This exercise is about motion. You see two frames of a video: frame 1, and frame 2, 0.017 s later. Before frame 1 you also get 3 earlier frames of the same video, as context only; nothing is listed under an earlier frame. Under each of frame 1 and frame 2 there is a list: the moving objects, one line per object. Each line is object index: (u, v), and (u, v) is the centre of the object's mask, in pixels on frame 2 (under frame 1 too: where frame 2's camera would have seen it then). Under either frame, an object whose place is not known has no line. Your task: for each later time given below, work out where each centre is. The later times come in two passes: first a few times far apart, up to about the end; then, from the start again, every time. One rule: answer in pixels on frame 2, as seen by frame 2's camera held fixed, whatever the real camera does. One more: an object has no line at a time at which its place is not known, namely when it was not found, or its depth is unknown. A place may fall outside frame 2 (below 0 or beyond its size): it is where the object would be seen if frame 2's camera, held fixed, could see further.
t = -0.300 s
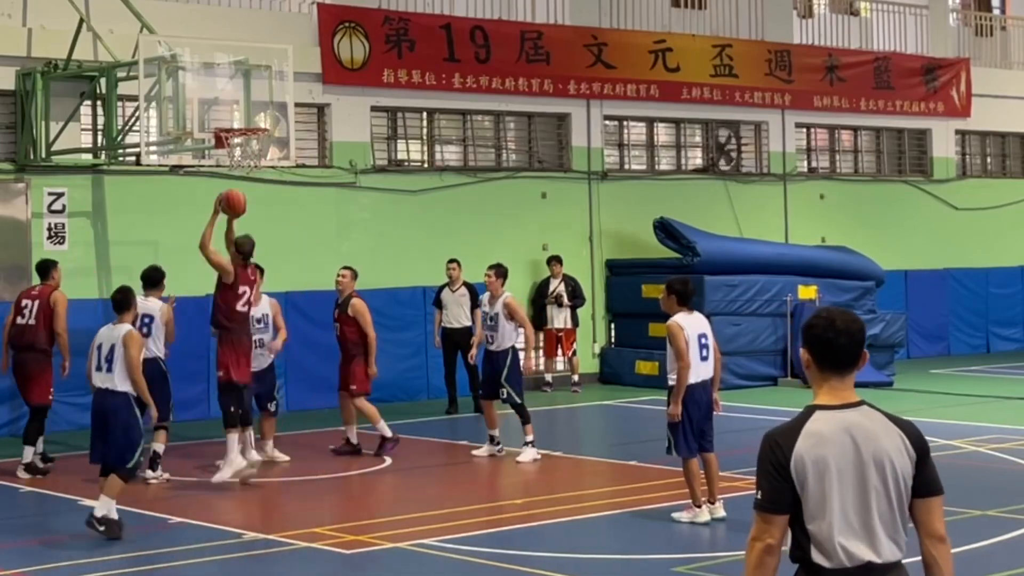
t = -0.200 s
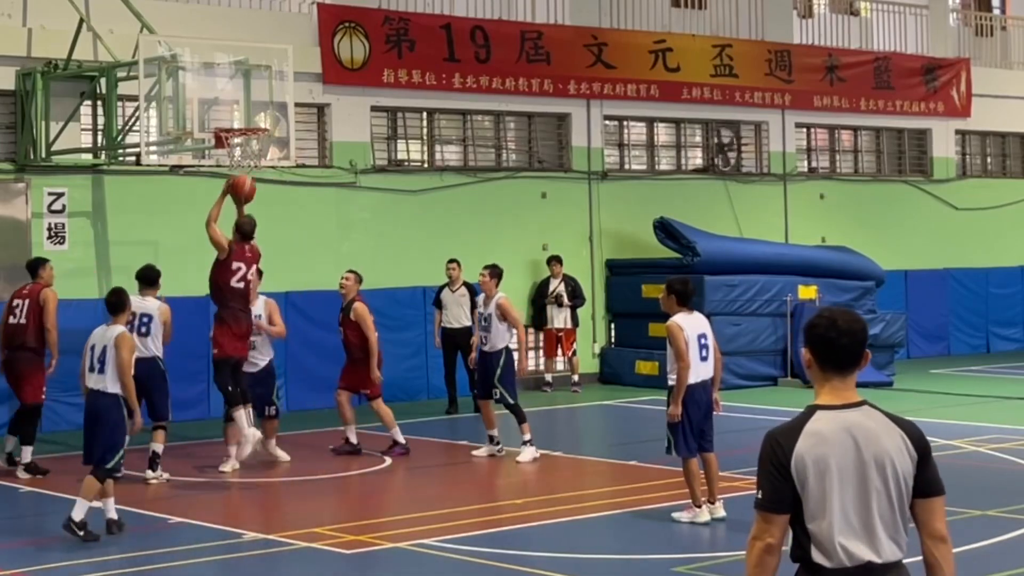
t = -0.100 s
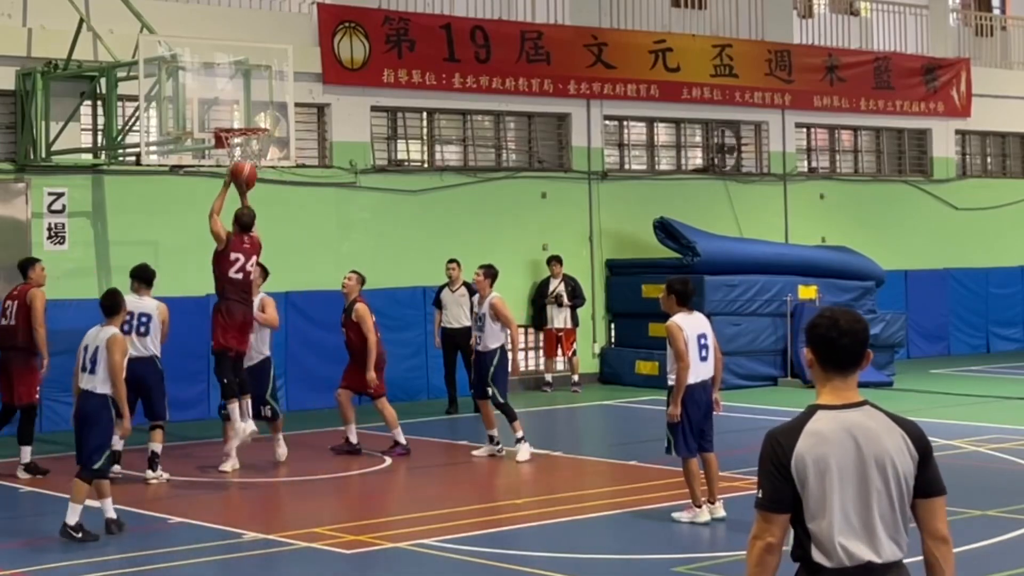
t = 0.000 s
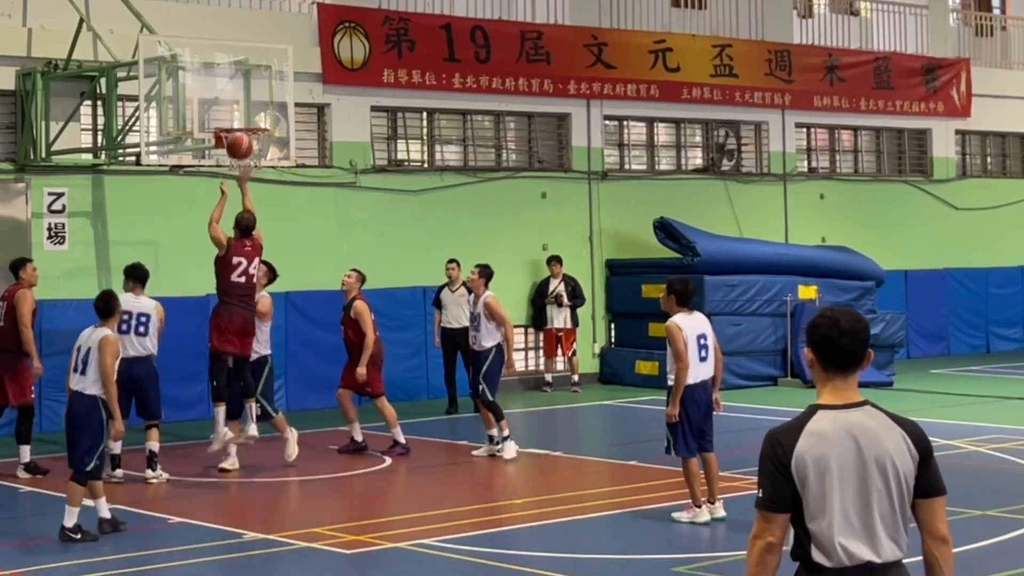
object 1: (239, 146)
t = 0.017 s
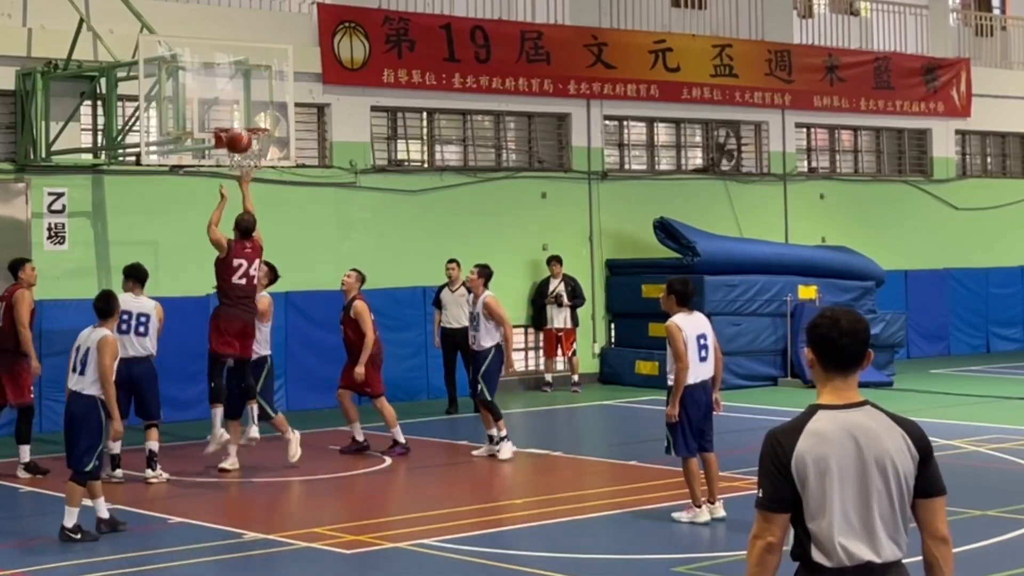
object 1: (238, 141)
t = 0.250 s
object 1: (224, 99)
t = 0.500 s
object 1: (255, 119)
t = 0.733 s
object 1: (213, 115)
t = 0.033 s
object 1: (236, 137)
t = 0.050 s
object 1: (235, 132)
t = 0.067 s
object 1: (233, 127)
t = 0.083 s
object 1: (234, 123)
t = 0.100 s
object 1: (233, 119)
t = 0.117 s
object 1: (232, 116)
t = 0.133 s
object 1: (231, 113)
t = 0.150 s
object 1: (230, 109)
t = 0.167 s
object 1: (229, 107)
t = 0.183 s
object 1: (228, 105)
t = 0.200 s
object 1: (227, 103)
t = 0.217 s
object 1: (226, 101)
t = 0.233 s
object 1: (225, 100)
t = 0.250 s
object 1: (224, 99)
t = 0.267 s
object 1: (223, 98)
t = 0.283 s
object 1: (222, 98)
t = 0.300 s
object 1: (221, 98)
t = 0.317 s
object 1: (221, 98)
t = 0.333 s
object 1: (219, 99)
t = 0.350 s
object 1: (219, 100)
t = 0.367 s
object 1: (222, 101)
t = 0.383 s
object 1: (226, 102)
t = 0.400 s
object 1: (230, 104)
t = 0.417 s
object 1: (235, 106)
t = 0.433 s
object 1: (239, 109)
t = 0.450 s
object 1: (243, 111)
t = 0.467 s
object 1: (247, 114)
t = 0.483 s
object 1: (251, 117)
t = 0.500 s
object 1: (255, 119)
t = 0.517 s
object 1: (256, 120)
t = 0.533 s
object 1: (252, 119)
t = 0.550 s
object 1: (249, 118)
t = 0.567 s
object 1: (245, 117)
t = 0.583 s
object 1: (242, 116)
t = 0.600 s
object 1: (238, 116)
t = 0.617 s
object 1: (235, 115)
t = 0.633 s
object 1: (231, 115)
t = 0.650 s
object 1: (227, 116)
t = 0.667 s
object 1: (223, 116)
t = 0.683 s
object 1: (220, 117)
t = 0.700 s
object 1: (217, 116)
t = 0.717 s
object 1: (215, 116)
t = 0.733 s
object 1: (213, 115)
